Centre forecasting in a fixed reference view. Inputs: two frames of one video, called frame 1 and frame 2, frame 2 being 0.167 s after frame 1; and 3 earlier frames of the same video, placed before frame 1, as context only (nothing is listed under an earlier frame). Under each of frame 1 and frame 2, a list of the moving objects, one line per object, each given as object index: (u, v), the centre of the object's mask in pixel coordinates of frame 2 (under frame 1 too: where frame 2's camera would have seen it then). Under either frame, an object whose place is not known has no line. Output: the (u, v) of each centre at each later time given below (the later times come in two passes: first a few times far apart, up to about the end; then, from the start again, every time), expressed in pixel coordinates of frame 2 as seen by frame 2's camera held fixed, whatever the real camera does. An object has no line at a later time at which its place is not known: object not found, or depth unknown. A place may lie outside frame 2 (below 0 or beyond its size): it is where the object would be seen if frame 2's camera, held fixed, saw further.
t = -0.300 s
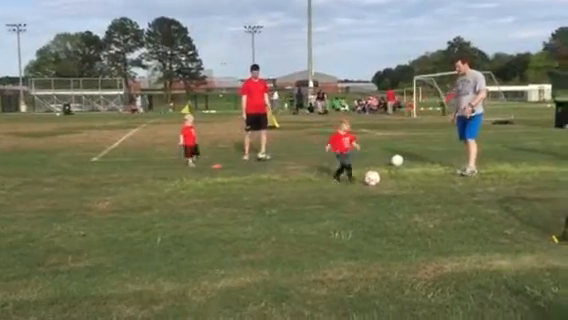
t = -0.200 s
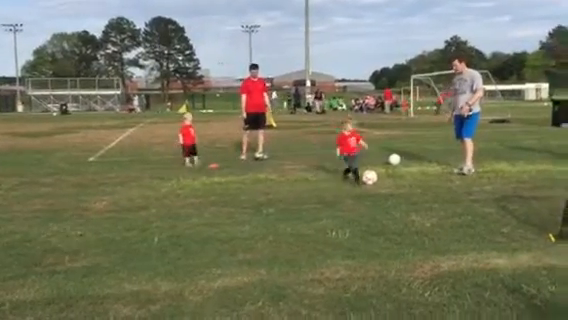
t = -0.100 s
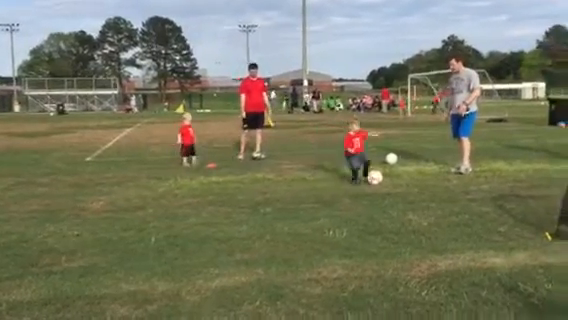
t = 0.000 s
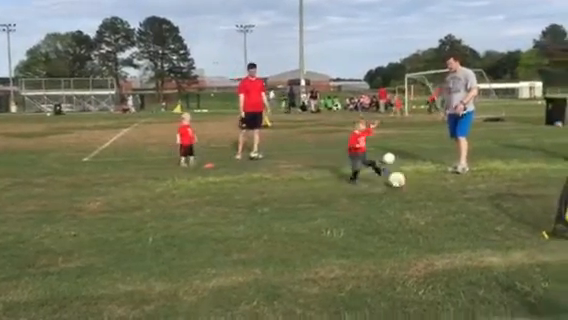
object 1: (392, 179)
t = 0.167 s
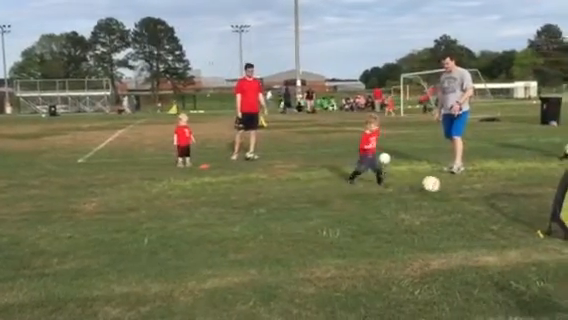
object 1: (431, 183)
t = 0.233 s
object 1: (446, 188)
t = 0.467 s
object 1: (488, 195)
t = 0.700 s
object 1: (529, 201)
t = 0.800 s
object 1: (544, 204)
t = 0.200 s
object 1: (439, 186)
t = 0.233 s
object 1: (446, 188)
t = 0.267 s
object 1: (454, 190)
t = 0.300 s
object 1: (459, 189)
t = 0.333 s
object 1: (465, 189)
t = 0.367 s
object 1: (471, 190)
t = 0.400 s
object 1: (476, 192)
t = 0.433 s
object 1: (482, 194)
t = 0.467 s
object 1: (488, 195)
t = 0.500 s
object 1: (493, 194)
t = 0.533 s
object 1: (500, 194)
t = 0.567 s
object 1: (505, 196)
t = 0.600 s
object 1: (511, 199)
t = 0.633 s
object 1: (517, 200)
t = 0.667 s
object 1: (523, 200)
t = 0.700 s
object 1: (529, 201)
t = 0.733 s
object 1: (535, 203)
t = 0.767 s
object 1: (541, 204)
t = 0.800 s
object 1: (544, 204)
